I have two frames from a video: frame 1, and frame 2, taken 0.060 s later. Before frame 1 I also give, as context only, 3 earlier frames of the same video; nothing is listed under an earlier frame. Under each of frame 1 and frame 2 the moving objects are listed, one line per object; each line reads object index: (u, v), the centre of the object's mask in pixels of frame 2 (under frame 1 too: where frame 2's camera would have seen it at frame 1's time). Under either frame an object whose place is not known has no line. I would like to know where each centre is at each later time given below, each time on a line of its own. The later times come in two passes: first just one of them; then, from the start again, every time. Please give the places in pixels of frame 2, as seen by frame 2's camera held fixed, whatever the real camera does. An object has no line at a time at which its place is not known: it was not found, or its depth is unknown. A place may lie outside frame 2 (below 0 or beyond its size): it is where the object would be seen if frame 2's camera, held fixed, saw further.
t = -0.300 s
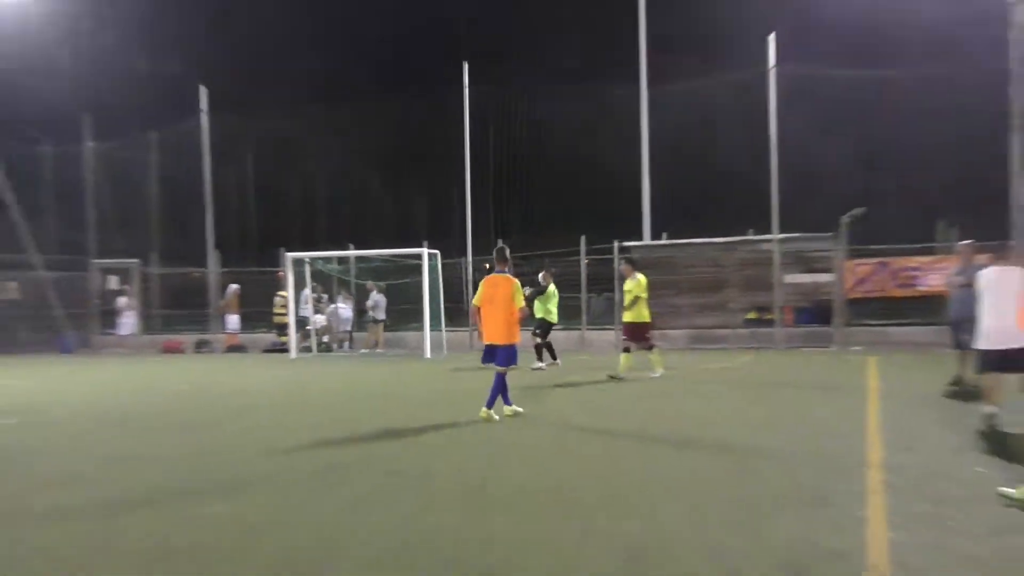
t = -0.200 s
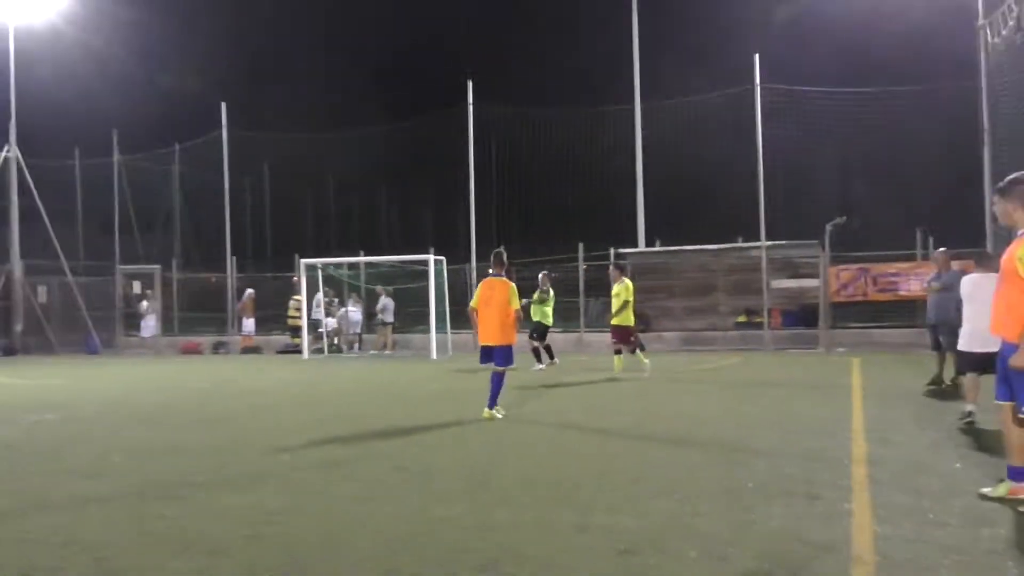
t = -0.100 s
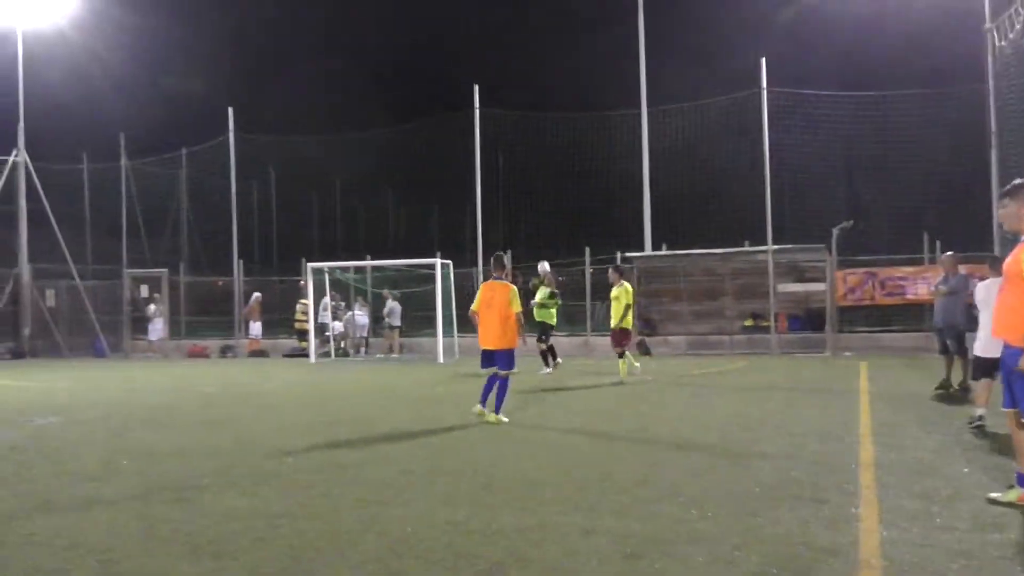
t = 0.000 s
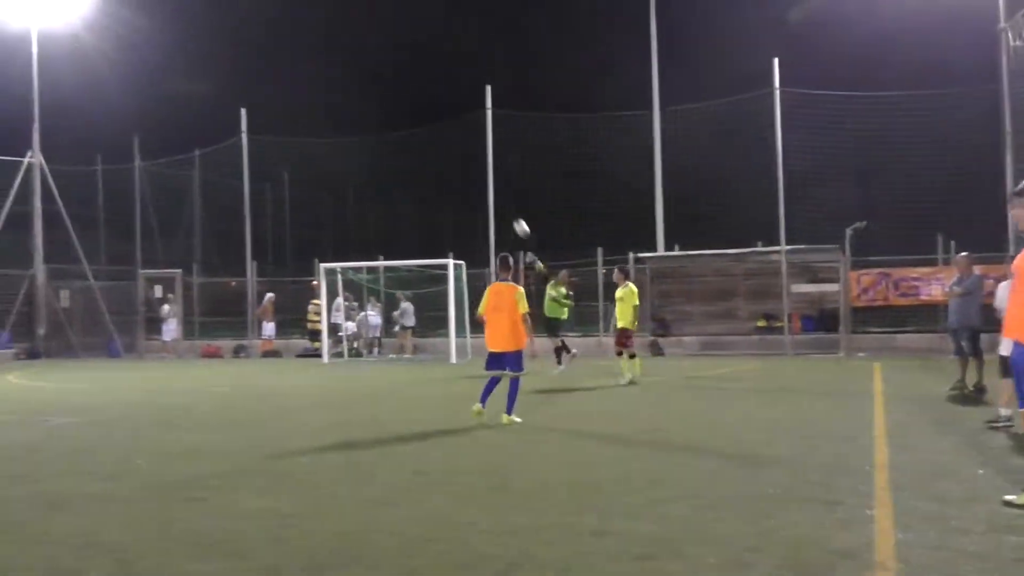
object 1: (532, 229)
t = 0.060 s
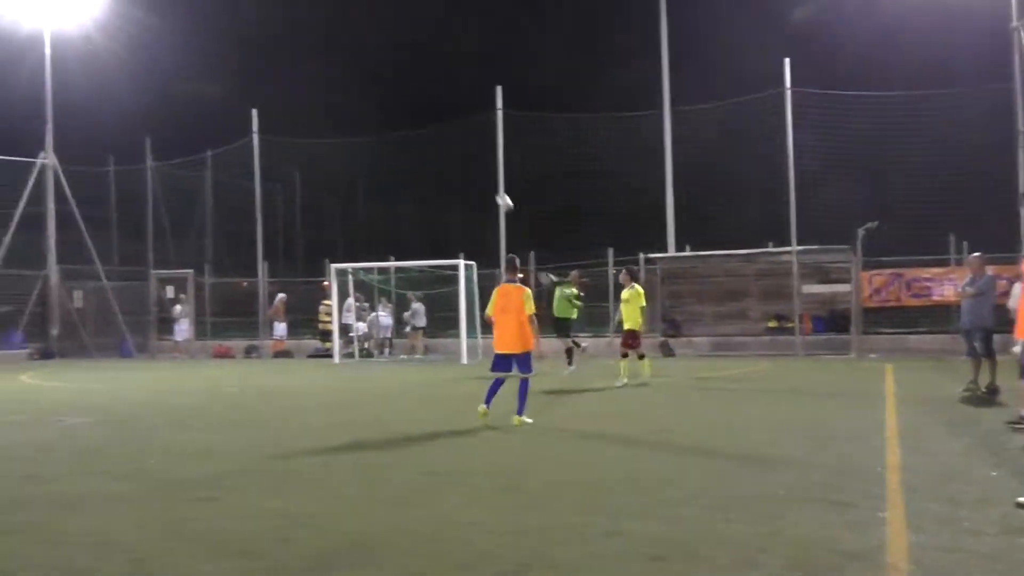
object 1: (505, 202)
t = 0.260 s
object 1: (400, 116)
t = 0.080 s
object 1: (494, 193)
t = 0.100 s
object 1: (485, 185)
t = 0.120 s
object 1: (475, 176)
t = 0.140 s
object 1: (465, 167)
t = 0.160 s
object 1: (454, 159)
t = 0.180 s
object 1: (444, 150)
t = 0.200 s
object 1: (433, 141)
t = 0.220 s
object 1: (422, 133)
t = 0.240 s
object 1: (411, 125)
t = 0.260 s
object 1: (400, 116)
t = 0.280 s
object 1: (389, 108)
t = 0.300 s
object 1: (376, 100)
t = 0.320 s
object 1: (364, 91)
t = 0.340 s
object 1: (352, 83)
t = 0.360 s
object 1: (339, 74)
